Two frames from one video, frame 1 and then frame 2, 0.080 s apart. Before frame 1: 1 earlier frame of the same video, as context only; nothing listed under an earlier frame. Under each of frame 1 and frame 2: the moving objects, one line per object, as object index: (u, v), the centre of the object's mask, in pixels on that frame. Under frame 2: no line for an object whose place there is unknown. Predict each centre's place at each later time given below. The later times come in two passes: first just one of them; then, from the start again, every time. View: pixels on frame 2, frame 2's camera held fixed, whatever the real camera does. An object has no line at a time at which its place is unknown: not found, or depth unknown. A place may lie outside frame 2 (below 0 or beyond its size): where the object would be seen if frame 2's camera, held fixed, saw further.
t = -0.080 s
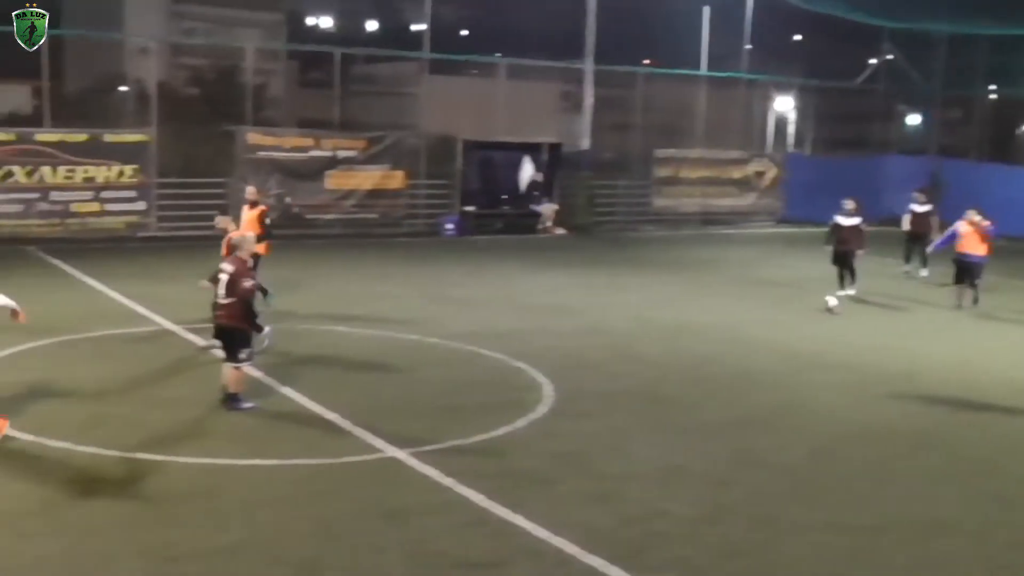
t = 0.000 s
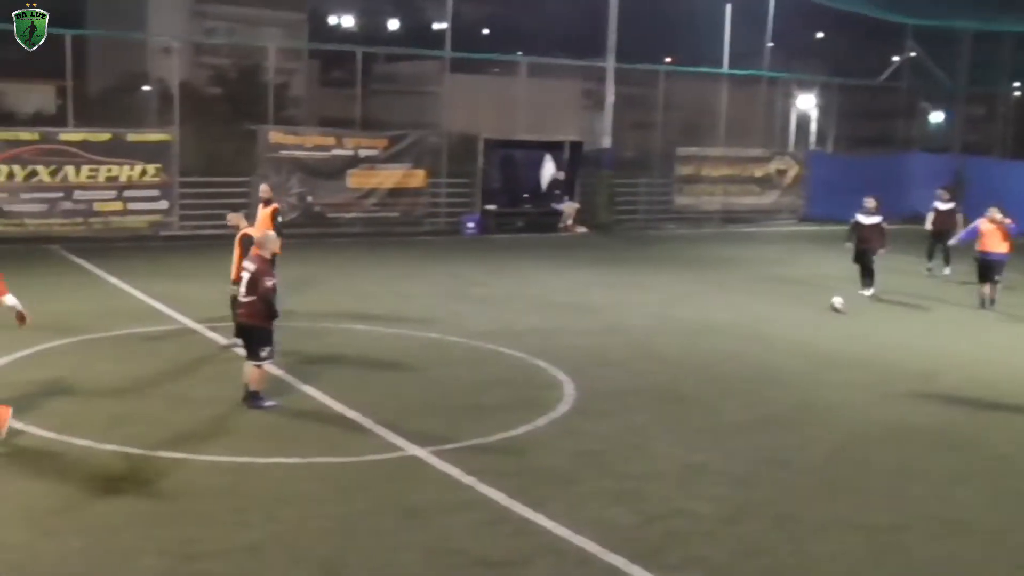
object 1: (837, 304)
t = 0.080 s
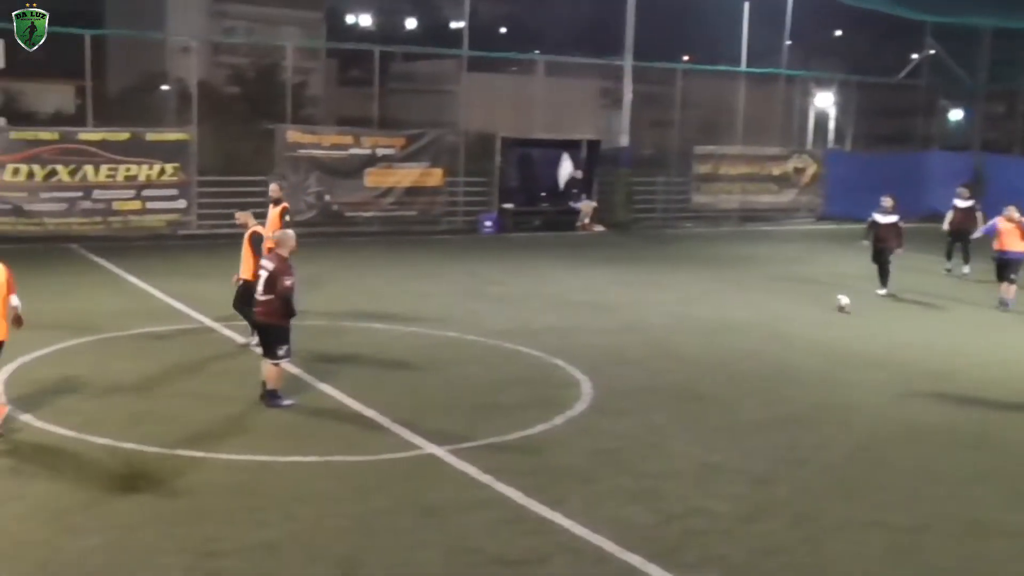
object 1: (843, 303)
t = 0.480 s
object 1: (773, 307)
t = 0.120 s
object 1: (835, 304)
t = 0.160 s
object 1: (827, 304)
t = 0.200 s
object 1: (821, 304)
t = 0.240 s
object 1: (815, 304)
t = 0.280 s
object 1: (807, 305)
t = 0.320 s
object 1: (800, 306)
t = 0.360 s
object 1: (794, 306)
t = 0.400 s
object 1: (786, 306)
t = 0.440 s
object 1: (779, 306)
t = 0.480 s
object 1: (773, 307)
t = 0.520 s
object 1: (765, 308)
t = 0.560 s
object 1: (759, 306)
